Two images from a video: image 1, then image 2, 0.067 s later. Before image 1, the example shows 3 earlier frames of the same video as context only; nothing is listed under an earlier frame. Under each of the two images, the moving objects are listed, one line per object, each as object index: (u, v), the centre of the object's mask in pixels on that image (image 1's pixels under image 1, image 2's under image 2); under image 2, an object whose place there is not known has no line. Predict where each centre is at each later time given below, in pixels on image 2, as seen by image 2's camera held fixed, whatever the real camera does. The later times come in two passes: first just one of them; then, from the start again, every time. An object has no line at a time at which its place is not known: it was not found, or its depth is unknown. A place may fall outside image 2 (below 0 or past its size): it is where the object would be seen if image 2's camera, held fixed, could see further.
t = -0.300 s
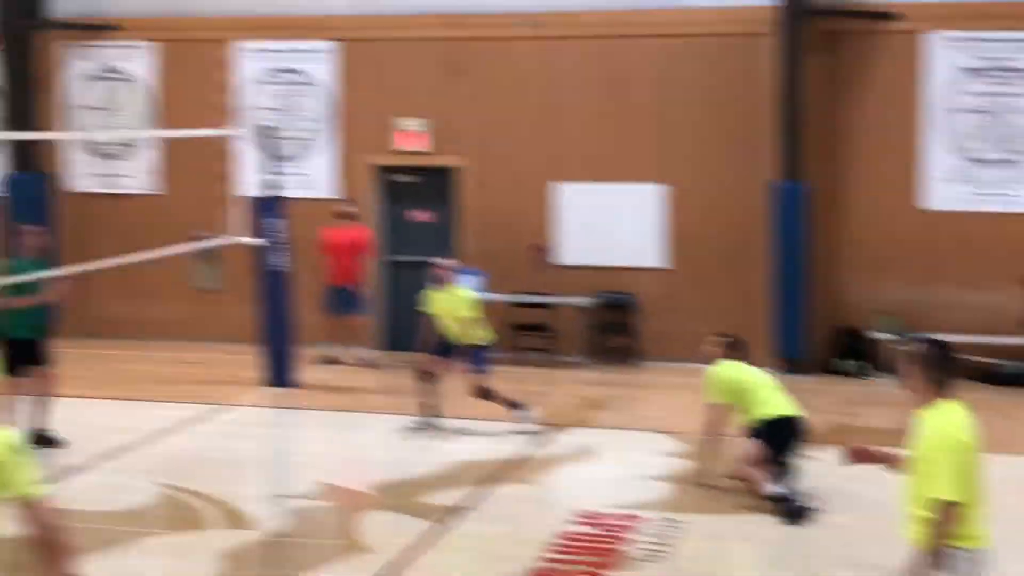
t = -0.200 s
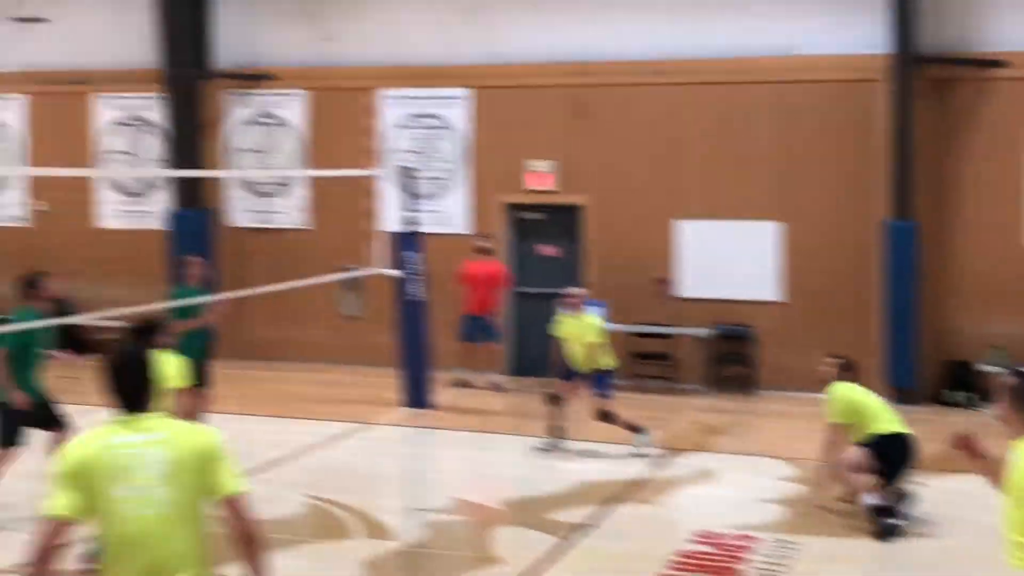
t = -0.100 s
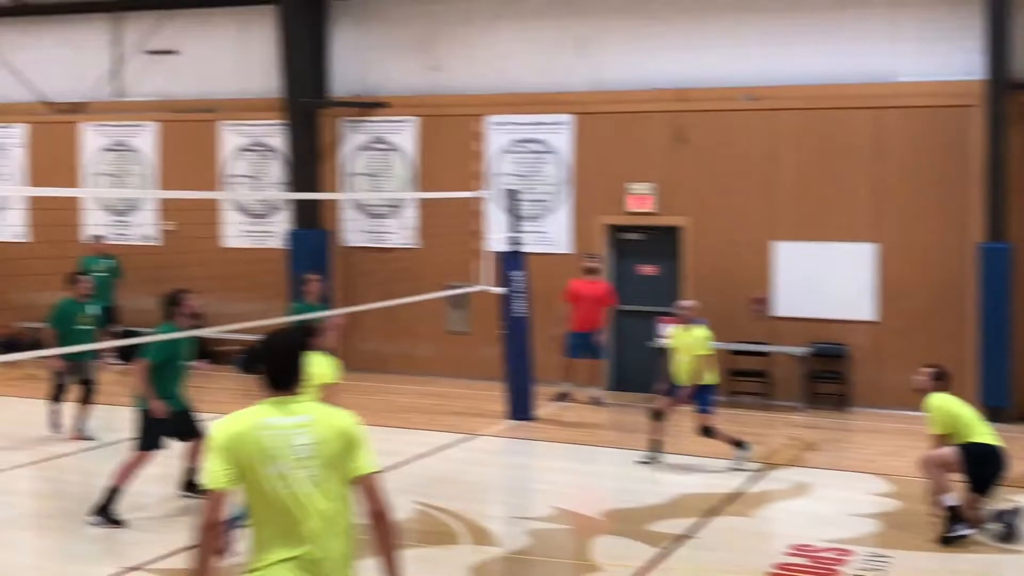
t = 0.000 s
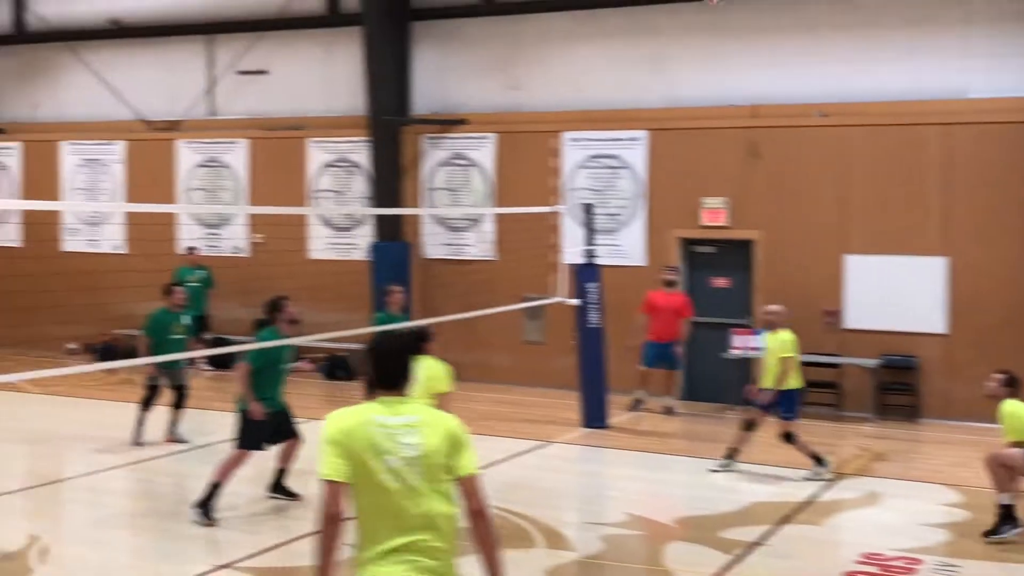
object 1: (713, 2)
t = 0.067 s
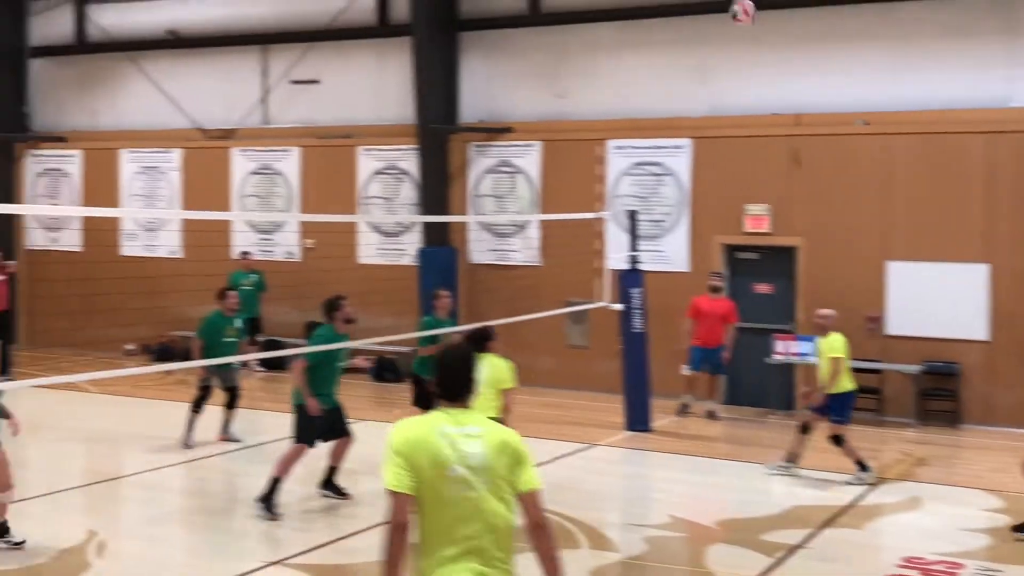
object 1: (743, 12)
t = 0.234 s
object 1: (708, 60)
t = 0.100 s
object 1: (736, 19)
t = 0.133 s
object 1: (728, 28)
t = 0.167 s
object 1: (721, 37)
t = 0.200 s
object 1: (714, 48)
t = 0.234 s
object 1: (708, 60)
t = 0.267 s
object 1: (700, 74)
